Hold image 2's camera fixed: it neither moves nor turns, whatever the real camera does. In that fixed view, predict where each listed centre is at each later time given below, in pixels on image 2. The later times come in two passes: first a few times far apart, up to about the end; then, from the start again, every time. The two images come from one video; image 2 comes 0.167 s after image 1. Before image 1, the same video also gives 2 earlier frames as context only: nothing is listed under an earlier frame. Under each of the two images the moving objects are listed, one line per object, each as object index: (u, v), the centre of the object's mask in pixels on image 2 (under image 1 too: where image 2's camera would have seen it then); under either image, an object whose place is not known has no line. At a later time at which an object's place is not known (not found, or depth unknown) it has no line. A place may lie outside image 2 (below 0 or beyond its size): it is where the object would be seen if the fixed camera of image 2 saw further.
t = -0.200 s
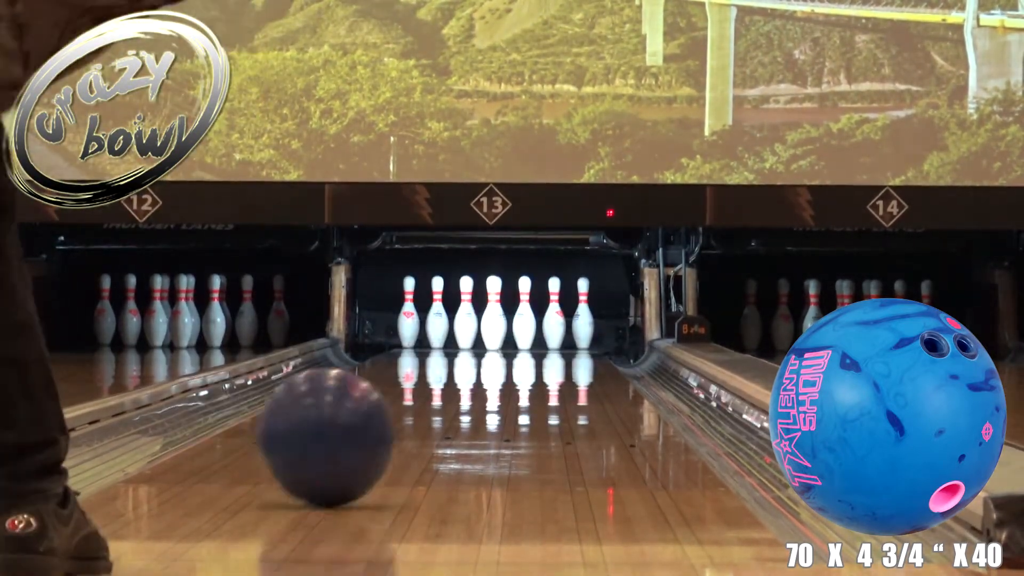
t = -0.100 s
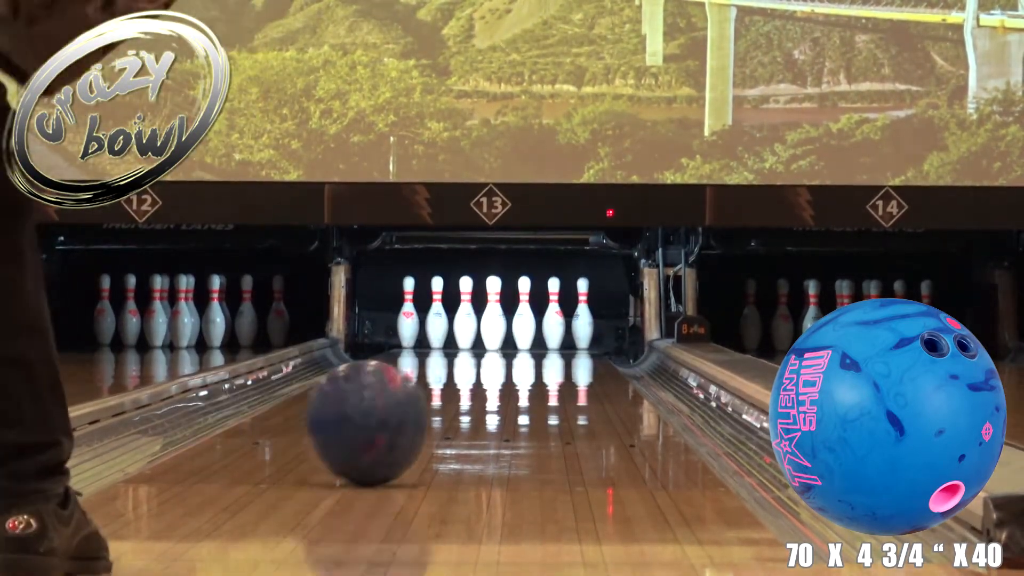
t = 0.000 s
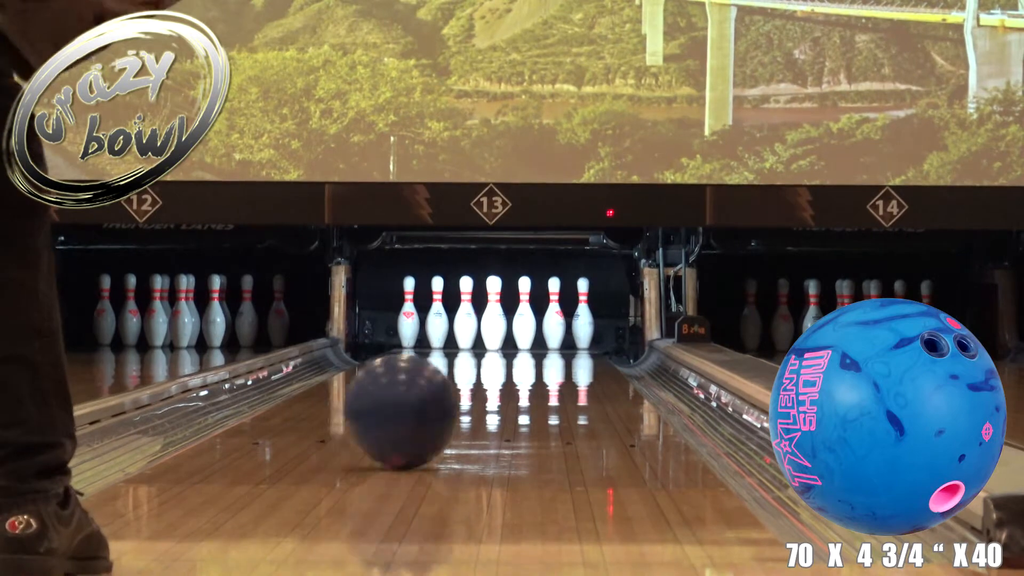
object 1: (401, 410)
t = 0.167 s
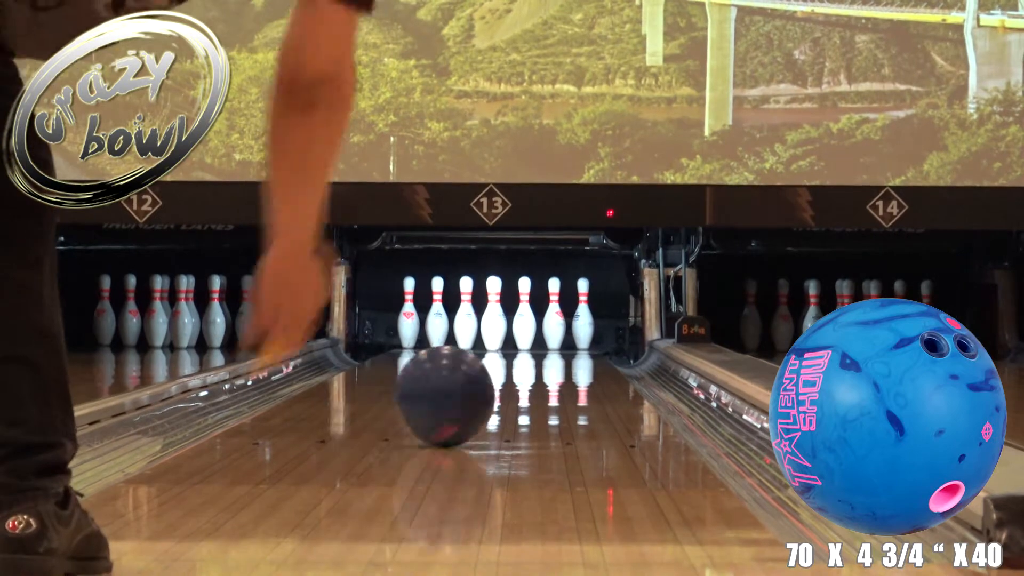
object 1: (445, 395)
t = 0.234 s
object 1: (459, 390)
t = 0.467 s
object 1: (498, 375)
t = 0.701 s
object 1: (524, 363)
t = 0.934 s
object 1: (542, 354)
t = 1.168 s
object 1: (553, 347)
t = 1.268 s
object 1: (556, 344)
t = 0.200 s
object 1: (452, 393)
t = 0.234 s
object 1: (459, 390)
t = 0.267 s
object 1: (465, 387)
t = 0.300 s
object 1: (472, 385)
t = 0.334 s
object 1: (477, 383)
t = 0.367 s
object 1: (483, 381)
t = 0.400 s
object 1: (488, 378)
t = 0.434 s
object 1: (493, 377)
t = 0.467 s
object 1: (498, 375)
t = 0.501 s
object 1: (501, 373)
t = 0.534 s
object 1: (507, 371)
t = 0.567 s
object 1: (511, 370)
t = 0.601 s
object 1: (514, 367)
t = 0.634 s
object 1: (517, 366)
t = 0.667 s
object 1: (521, 364)
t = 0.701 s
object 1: (524, 363)
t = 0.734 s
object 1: (527, 361)
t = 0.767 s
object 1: (530, 360)
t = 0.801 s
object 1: (533, 359)
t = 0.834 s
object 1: (535, 358)
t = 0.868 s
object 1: (537, 356)
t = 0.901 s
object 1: (540, 355)
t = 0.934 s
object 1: (542, 354)
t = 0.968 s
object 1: (544, 353)
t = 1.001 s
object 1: (546, 352)
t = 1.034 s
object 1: (547, 351)
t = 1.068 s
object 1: (549, 350)
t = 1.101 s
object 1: (550, 349)
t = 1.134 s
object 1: (552, 348)
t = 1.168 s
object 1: (553, 347)
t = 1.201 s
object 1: (554, 346)
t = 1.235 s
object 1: (555, 345)
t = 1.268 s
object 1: (556, 344)
